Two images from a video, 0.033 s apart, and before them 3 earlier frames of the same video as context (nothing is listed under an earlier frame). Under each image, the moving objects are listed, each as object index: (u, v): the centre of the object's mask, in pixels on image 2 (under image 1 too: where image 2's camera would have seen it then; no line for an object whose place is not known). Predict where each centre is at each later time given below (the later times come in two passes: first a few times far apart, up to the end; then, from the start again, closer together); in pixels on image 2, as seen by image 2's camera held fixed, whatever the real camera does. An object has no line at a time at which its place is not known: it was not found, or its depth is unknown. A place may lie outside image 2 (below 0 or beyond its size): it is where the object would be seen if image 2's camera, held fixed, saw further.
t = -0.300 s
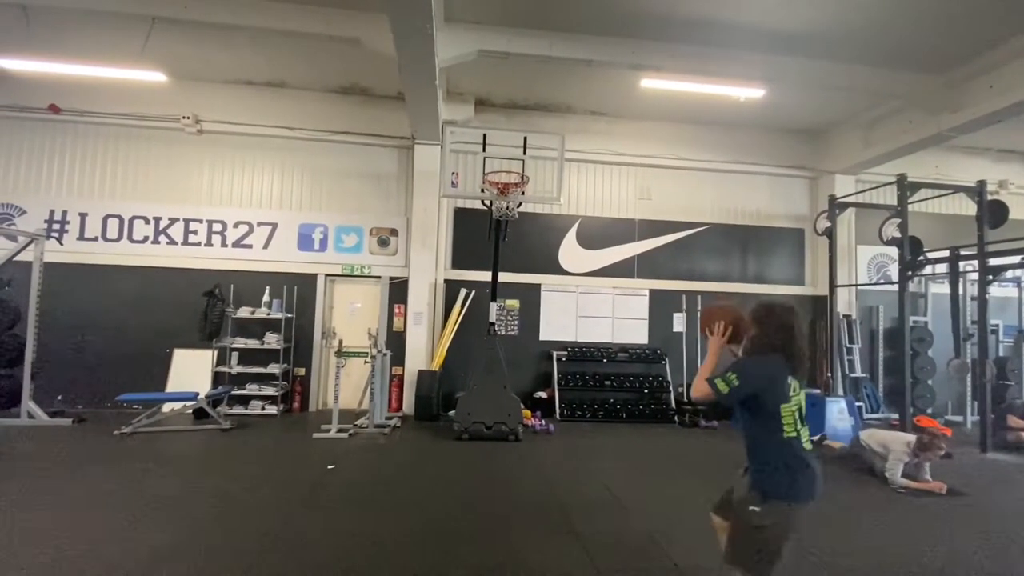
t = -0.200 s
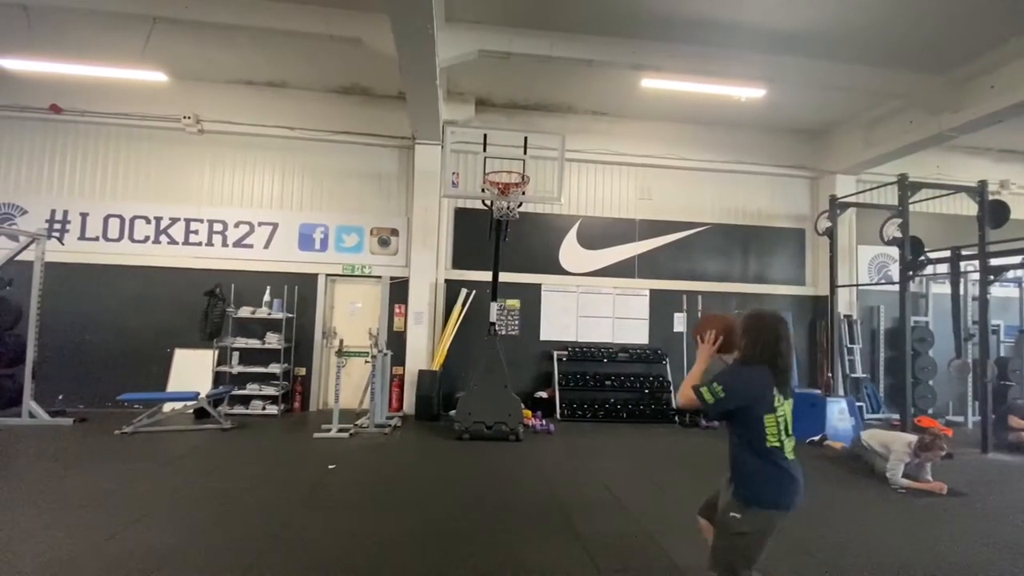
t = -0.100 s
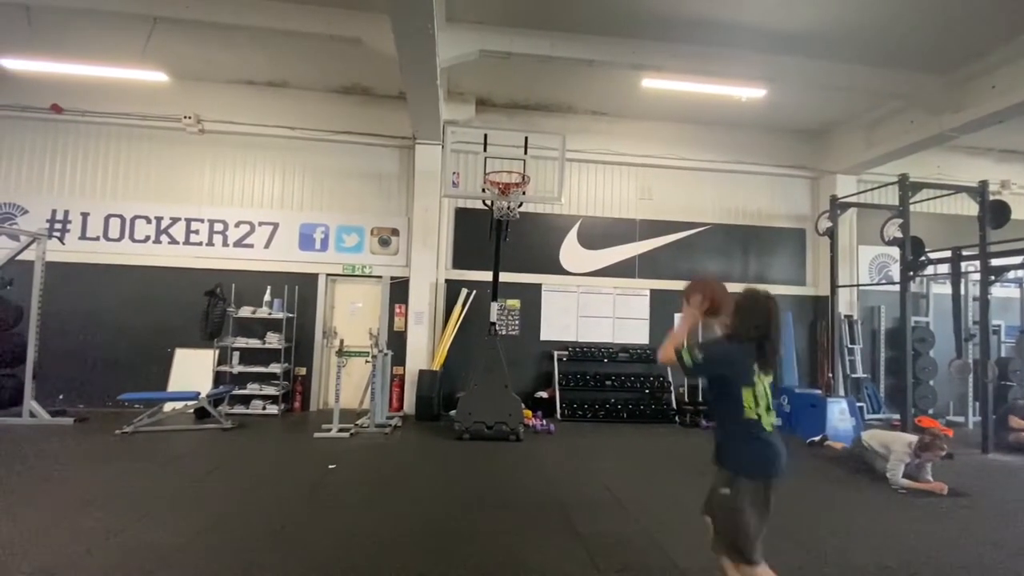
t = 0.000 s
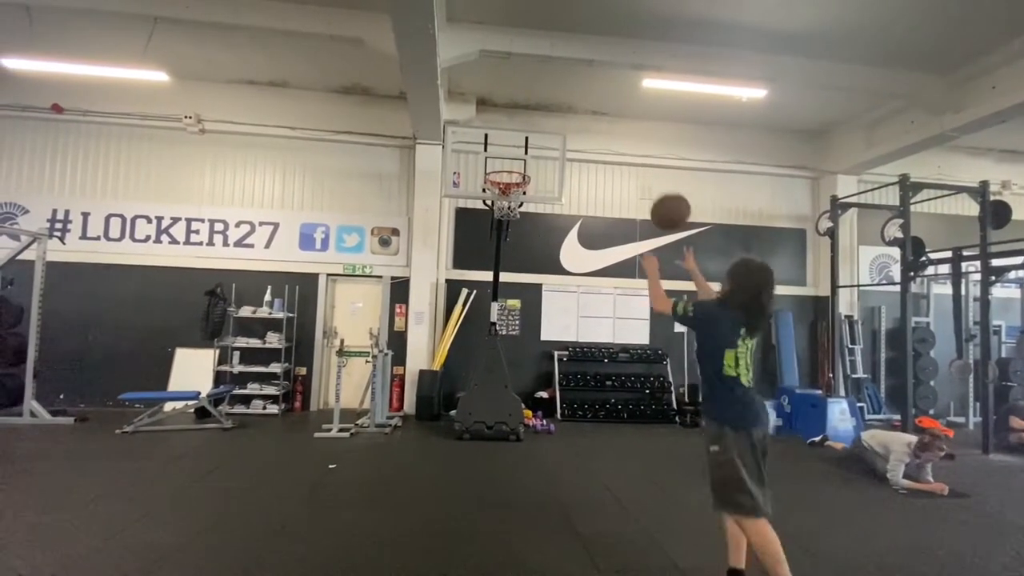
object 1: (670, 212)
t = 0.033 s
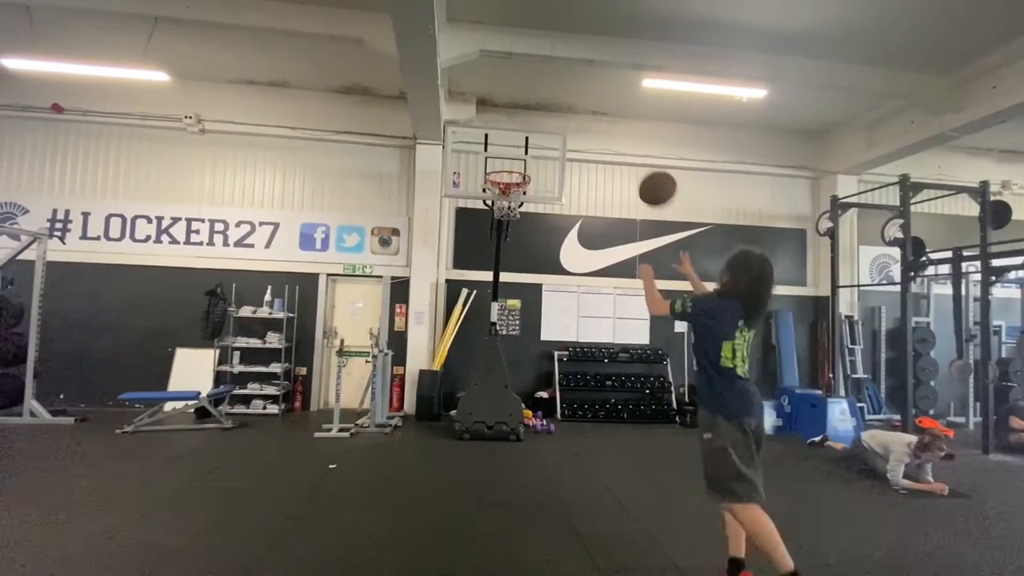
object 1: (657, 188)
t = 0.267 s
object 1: (587, 101)
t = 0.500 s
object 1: (540, 98)
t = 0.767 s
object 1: (505, 139)
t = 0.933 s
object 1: (500, 162)
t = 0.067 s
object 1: (645, 168)
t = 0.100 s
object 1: (634, 151)
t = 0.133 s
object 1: (623, 137)
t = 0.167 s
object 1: (613, 125)
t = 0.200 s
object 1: (604, 115)
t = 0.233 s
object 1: (596, 107)
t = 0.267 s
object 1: (587, 101)
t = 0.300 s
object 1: (580, 97)
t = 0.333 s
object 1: (572, 94)
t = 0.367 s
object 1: (565, 92)
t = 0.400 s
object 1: (558, 92)
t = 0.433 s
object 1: (552, 93)
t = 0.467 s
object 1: (546, 95)
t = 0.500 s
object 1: (540, 98)
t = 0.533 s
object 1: (534, 102)
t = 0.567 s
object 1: (529, 106)
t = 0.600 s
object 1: (524, 111)
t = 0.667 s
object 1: (514, 125)
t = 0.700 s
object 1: (510, 132)
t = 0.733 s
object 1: (508, 135)
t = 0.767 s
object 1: (505, 139)
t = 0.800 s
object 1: (503, 144)
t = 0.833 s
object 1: (501, 151)
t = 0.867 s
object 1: (498, 158)
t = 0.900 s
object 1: (497, 164)
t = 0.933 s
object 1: (500, 162)
